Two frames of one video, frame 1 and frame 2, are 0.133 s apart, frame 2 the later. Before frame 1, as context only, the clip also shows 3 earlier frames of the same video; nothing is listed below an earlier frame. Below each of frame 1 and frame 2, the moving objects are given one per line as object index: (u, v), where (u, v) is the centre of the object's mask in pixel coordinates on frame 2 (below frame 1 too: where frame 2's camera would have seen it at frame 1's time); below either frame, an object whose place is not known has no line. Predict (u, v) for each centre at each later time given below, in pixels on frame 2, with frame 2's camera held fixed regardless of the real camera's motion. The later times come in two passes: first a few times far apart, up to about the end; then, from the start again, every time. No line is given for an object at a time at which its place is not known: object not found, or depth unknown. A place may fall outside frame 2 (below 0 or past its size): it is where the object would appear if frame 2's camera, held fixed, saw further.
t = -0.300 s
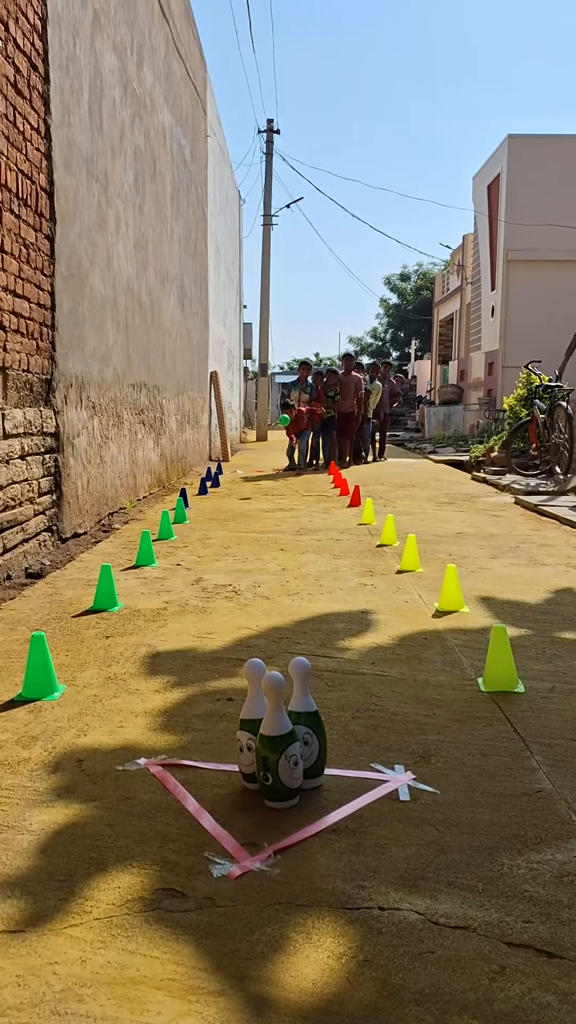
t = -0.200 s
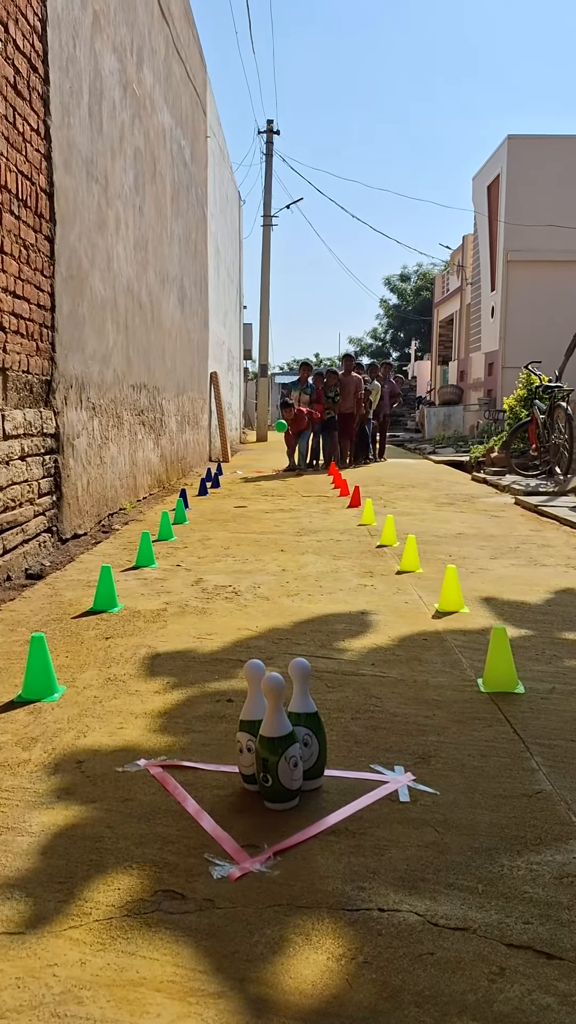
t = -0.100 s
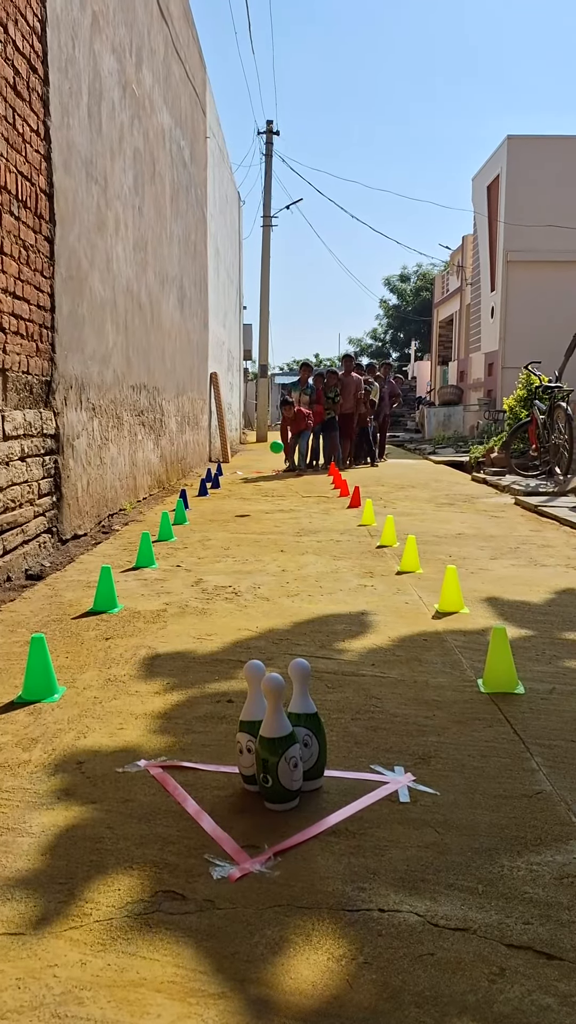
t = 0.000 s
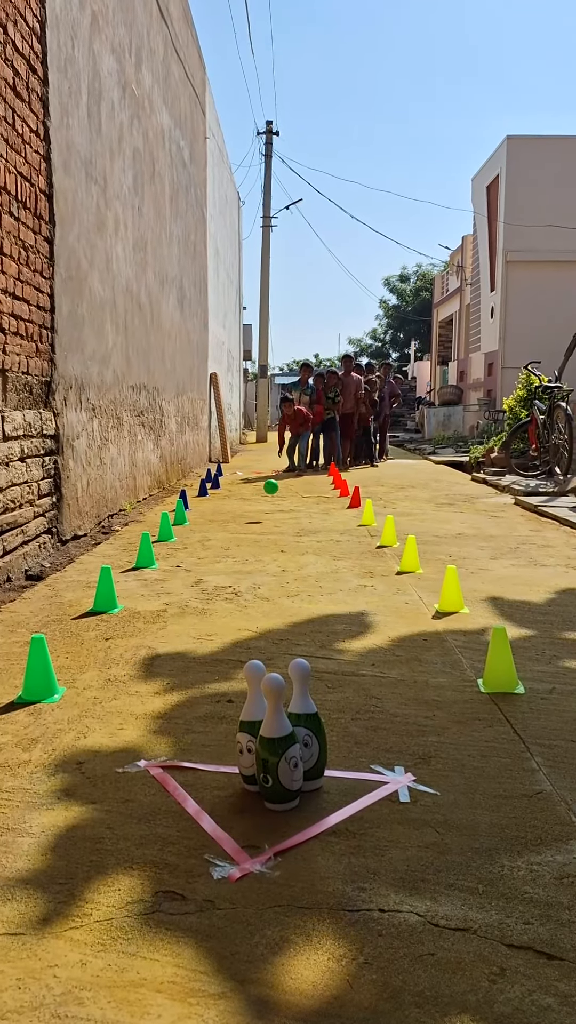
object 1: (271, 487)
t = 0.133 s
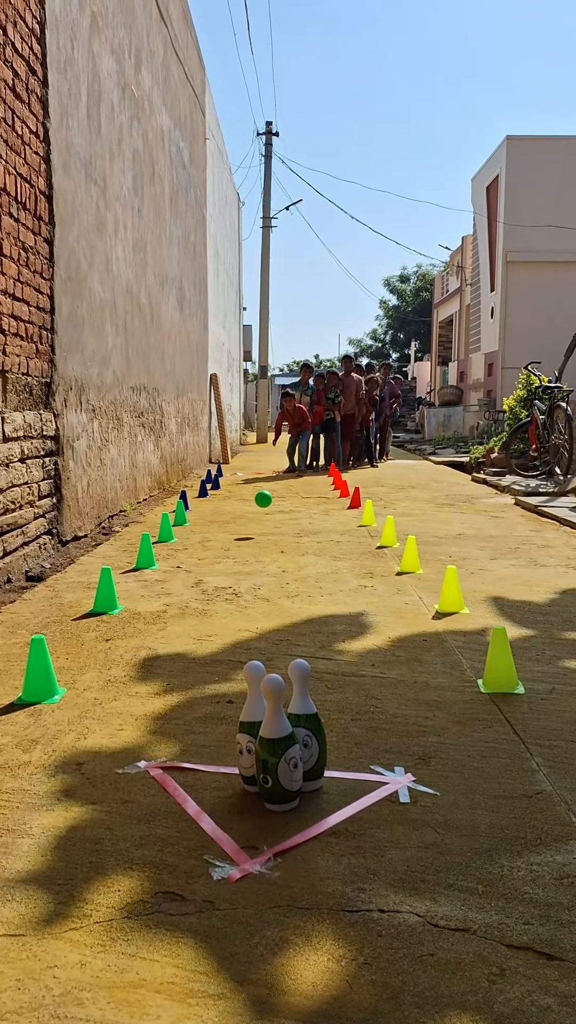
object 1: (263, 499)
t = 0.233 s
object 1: (257, 490)
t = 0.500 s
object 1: (225, 581)
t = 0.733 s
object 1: (189, 573)
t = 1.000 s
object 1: (97, 752)
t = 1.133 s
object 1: (9, 843)
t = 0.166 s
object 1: (261, 495)
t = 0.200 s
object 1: (259, 491)
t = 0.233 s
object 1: (257, 490)
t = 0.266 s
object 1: (254, 490)
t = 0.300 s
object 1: (251, 494)
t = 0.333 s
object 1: (248, 500)
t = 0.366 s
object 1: (244, 508)
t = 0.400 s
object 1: (240, 521)
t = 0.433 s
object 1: (235, 537)
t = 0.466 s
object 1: (231, 557)
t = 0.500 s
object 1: (225, 581)
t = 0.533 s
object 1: (220, 584)
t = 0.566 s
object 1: (216, 575)
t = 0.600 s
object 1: (212, 567)
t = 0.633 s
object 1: (207, 564)
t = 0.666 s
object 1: (202, 562)
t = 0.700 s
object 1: (196, 566)
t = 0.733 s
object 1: (189, 573)
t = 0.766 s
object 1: (182, 585)
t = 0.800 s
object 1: (174, 604)
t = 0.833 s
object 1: (165, 628)
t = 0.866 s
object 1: (155, 661)
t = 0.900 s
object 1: (144, 703)
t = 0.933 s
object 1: (131, 755)
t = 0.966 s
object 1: (115, 750)
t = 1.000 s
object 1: (97, 752)
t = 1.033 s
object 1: (76, 756)
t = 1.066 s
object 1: (50, 775)
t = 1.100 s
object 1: (25, 804)
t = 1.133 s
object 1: (9, 843)
